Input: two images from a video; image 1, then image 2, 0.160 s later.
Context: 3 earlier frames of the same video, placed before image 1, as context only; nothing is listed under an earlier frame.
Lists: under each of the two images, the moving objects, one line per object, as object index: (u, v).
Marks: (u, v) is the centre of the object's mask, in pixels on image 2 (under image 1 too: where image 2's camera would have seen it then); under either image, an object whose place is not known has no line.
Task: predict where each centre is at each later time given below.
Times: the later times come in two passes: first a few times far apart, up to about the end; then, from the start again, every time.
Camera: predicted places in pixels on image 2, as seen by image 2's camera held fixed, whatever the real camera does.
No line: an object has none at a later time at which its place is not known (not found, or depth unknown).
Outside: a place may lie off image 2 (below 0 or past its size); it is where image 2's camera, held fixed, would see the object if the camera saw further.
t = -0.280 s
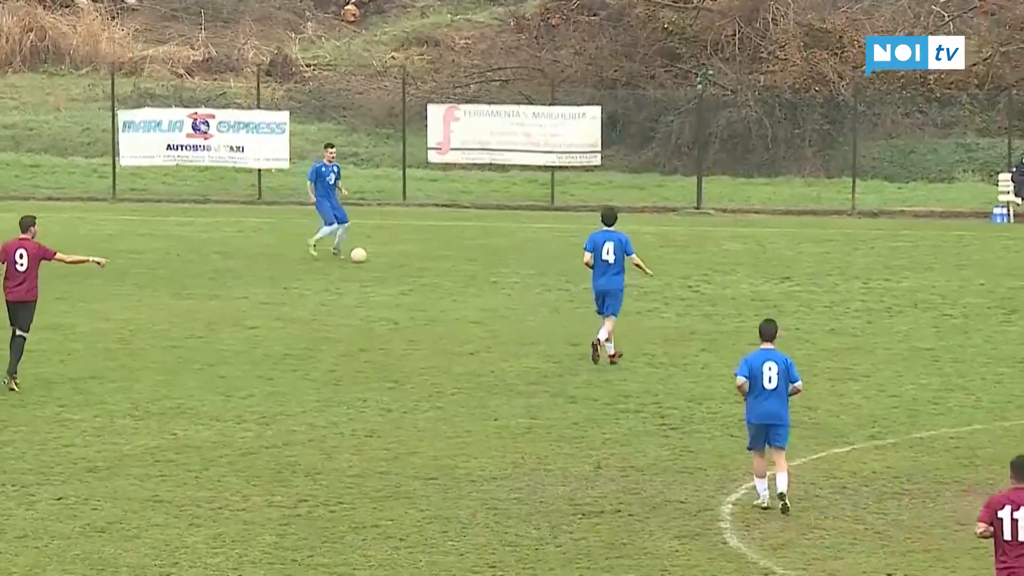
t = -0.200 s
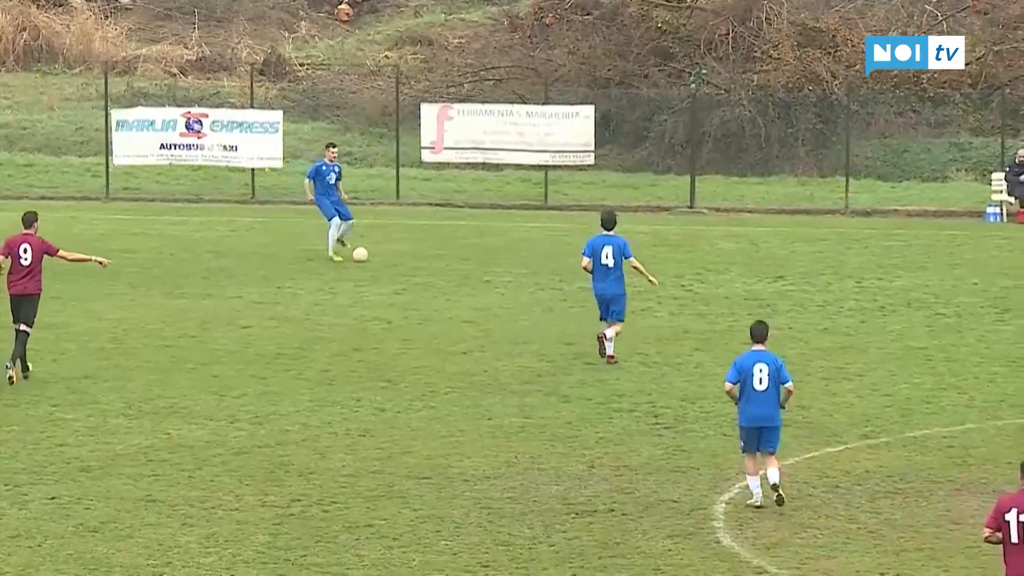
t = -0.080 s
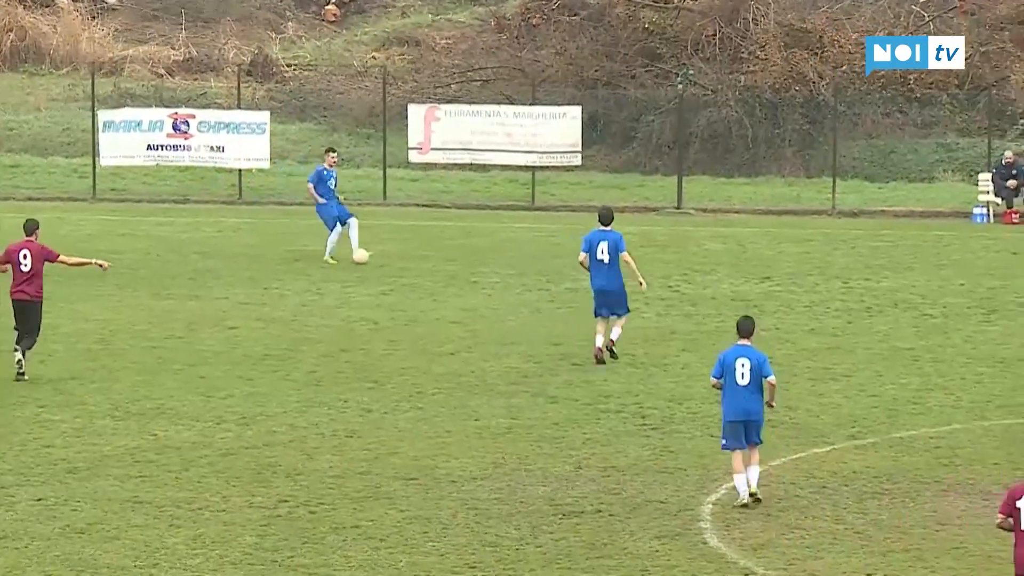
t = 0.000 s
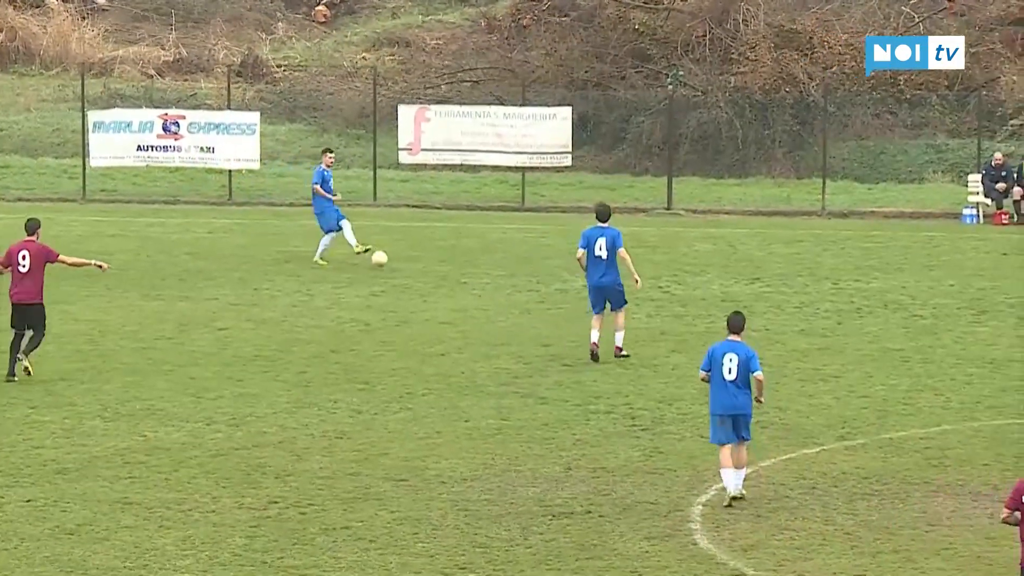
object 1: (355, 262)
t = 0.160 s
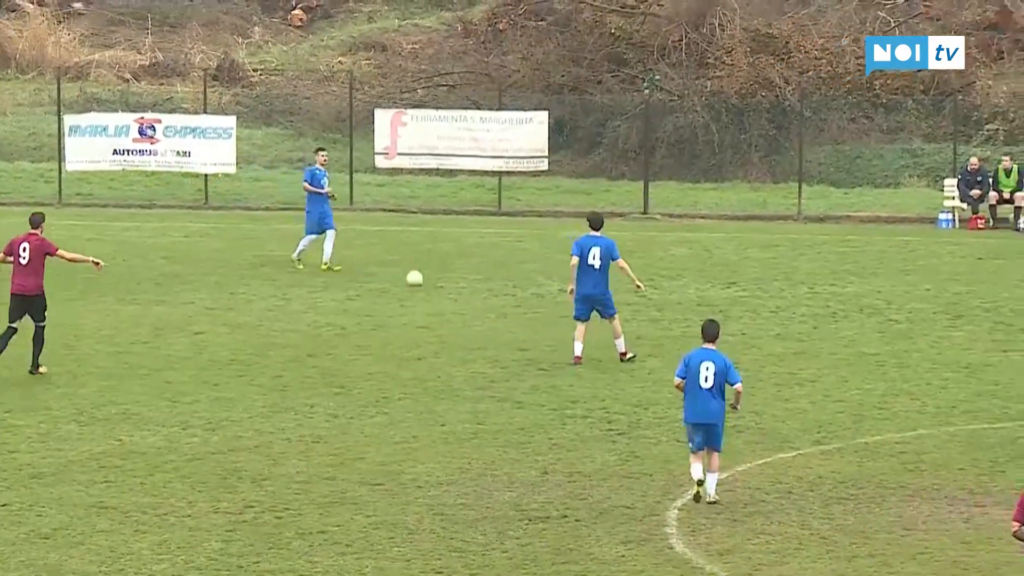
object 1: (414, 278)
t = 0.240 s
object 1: (443, 279)
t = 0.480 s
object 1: (525, 295)
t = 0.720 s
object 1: (603, 311)
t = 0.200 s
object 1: (429, 279)
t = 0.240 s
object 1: (443, 279)
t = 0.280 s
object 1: (456, 281)
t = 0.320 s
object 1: (471, 285)
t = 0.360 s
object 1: (485, 290)
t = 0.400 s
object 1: (499, 294)
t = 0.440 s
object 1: (512, 294)
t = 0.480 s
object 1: (525, 295)
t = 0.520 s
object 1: (539, 298)
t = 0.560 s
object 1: (553, 303)
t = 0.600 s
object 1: (566, 307)
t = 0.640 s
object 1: (579, 308)
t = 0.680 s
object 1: (591, 309)
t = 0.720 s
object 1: (603, 311)
